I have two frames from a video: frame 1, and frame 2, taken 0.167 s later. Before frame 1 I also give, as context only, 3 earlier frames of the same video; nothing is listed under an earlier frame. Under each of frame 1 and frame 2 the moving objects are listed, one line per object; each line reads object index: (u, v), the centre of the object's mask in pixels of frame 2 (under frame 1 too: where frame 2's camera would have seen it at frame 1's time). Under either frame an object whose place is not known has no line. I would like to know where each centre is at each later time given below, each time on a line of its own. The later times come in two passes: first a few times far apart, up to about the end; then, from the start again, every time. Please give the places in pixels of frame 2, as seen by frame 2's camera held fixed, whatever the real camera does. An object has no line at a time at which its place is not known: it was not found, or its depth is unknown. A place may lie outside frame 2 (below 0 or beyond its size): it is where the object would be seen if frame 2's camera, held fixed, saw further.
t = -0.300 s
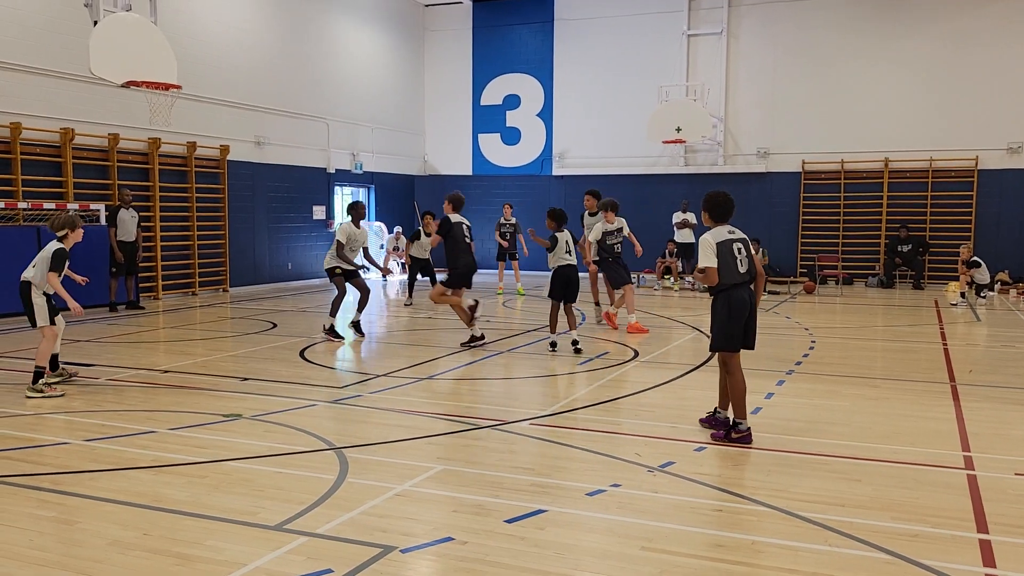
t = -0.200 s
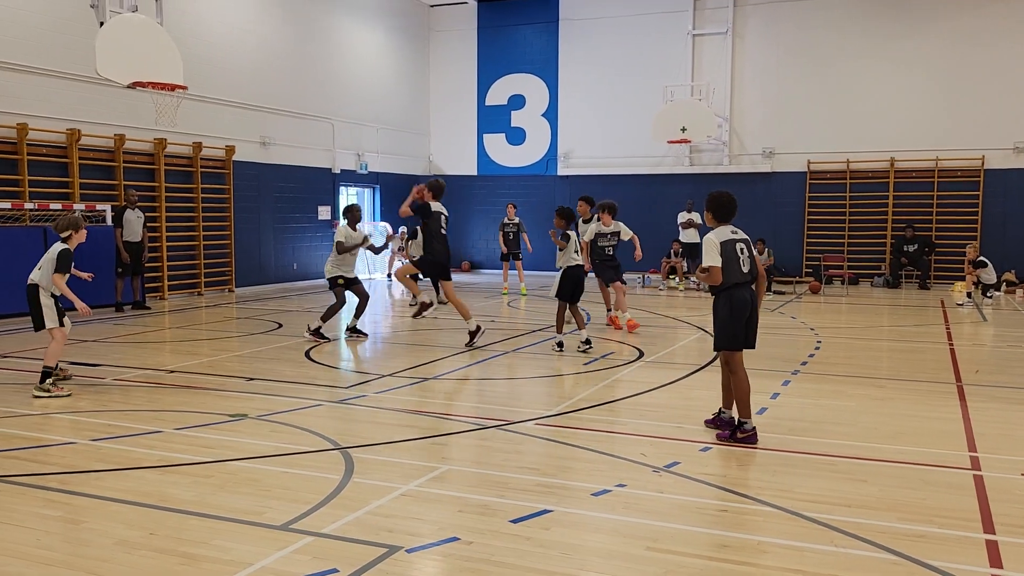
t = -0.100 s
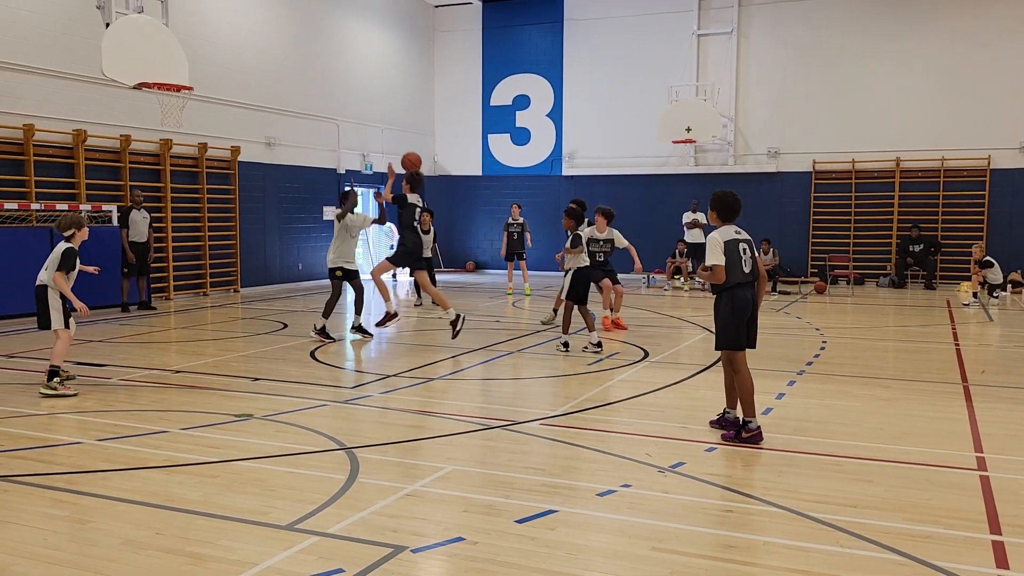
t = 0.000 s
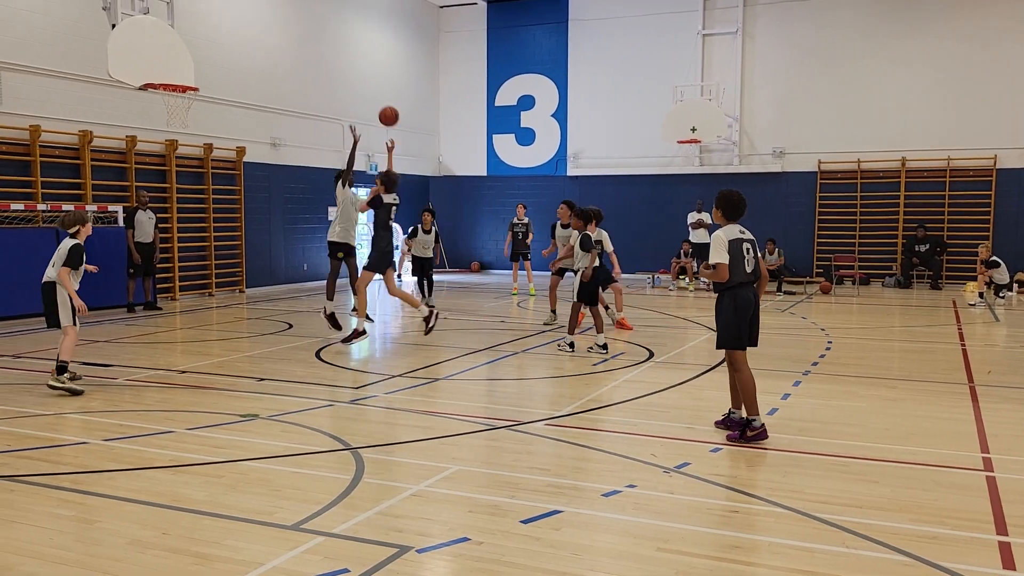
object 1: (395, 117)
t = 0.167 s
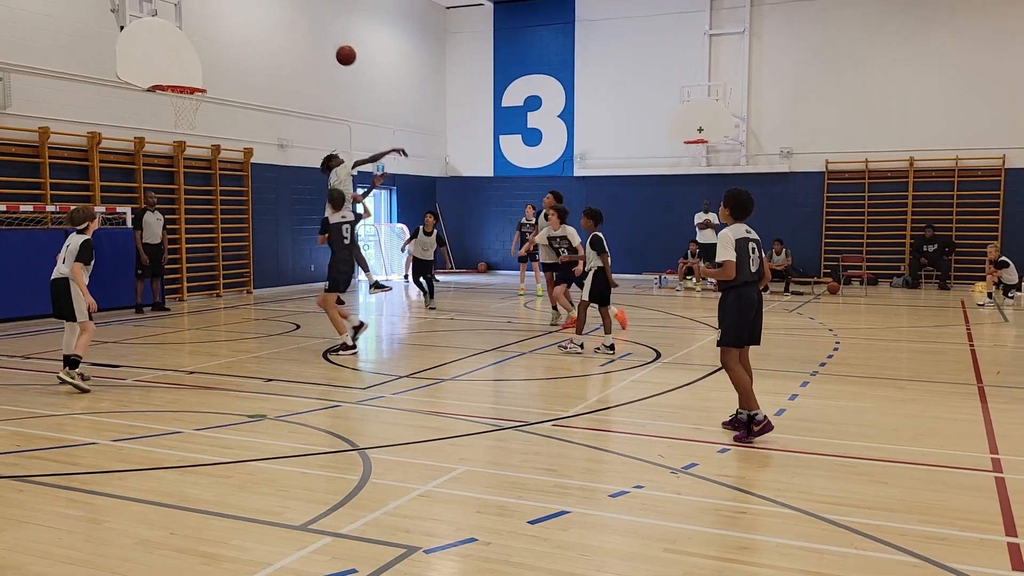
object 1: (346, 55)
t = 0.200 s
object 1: (336, 46)
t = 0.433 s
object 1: (272, 9)
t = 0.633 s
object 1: (220, 16)
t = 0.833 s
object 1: (172, 55)
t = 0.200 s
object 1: (336, 46)
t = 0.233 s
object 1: (327, 38)
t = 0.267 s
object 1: (317, 30)
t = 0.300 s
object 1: (308, 24)
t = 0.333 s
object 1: (299, 19)
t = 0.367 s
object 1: (290, 15)
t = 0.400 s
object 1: (280, 11)
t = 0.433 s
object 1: (272, 9)
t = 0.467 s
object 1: (263, 8)
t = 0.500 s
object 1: (254, 8)
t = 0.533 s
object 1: (245, 8)
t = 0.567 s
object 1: (237, 10)
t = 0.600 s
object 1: (229, 13)
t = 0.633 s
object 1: (220, 16)
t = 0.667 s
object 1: (212, 21)
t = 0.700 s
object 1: (204, 26)
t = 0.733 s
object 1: (196, 32)
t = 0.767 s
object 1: (188, 39)
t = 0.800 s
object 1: (180, 47)
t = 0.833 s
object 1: (172, 55)
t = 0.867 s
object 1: (165, 65)
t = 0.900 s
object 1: (157, 75)
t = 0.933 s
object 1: (150, 86)
